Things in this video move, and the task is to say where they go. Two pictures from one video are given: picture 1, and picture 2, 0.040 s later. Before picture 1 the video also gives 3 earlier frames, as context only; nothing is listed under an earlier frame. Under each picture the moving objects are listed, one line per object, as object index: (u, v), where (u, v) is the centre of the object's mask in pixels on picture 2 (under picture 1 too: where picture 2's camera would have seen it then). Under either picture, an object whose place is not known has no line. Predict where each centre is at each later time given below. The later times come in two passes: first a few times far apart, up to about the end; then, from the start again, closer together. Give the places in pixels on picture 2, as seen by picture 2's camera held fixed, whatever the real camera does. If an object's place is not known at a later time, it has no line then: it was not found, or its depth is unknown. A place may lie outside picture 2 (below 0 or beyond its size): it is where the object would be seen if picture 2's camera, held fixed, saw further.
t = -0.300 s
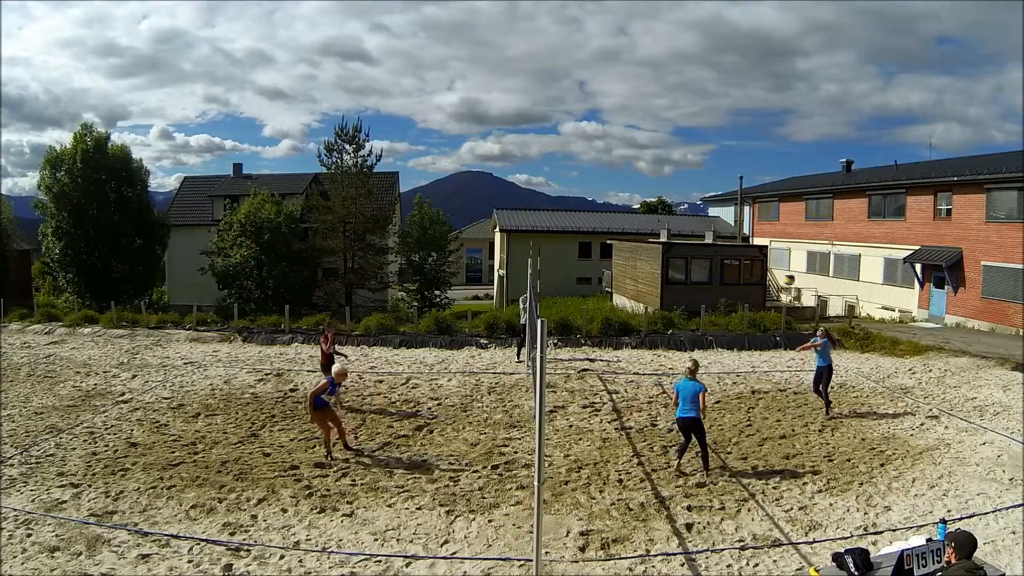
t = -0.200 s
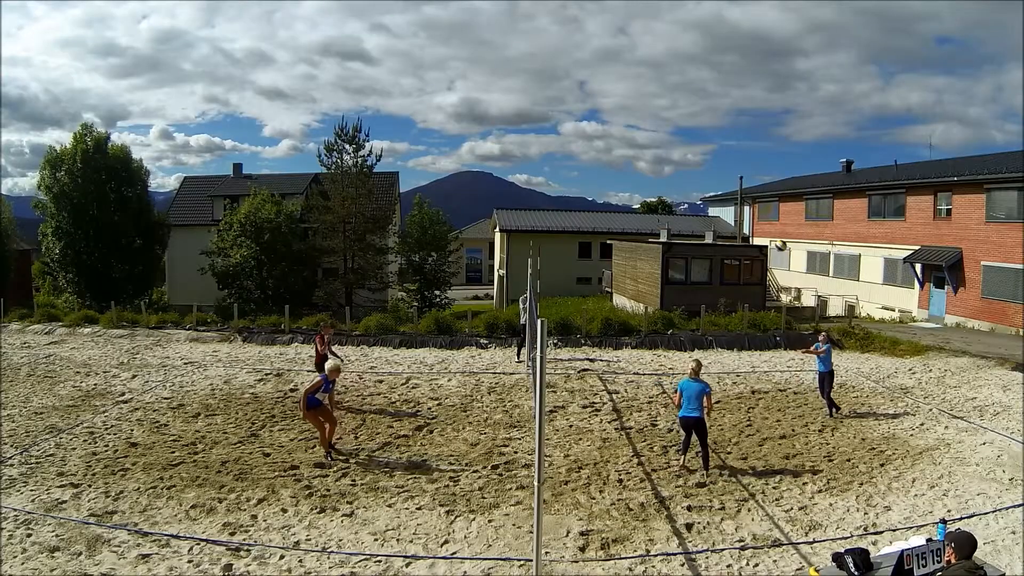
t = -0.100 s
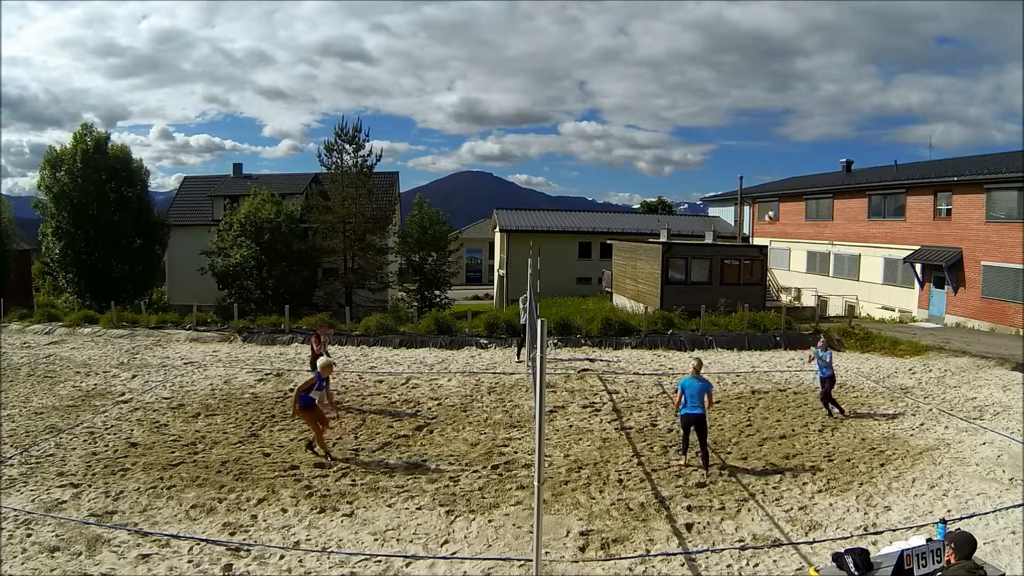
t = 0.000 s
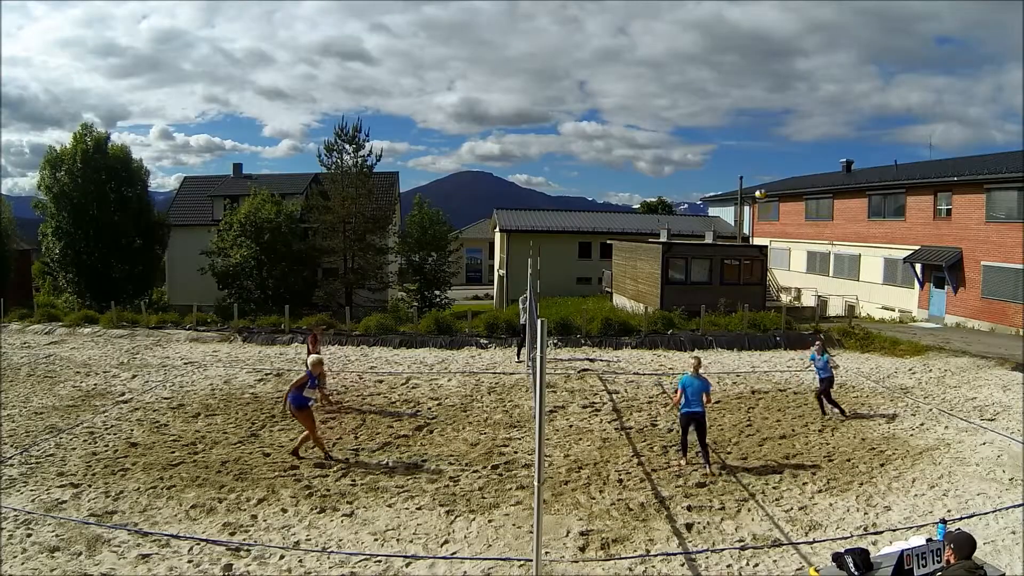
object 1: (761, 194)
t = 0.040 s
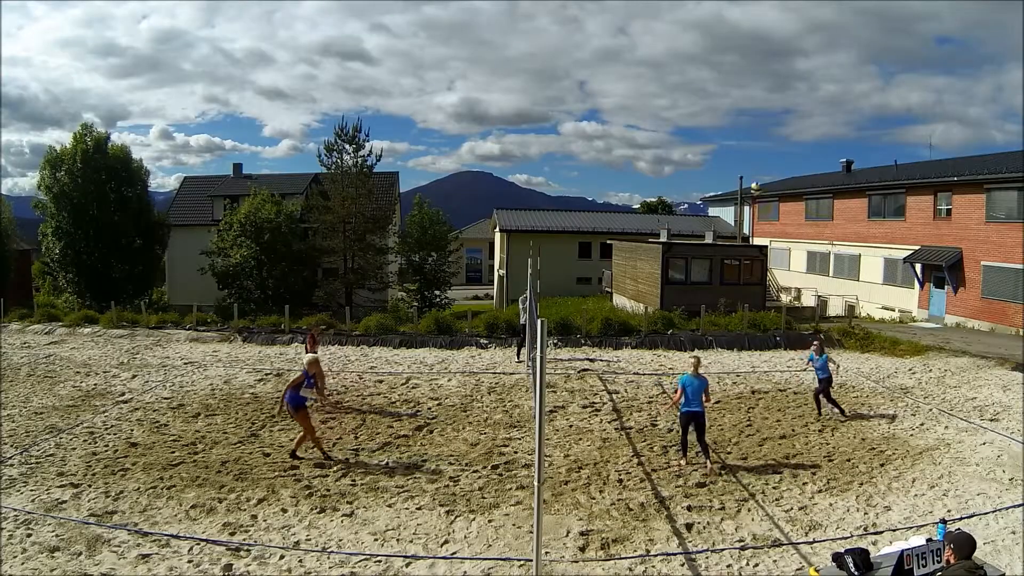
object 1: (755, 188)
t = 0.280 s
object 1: (730, 162)
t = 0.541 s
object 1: (703, 173)
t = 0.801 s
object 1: (674, 225)
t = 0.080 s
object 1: (752, 180)
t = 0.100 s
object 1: (750, 178)
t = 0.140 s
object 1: (746, 173)
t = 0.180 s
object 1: (741, 170)
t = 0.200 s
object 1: (739, 168)
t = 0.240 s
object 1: (734, 164)
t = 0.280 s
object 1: (730, 162)
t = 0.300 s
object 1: (728, 162)
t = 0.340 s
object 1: (724, 161)
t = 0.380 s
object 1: (720, 162)
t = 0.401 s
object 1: (718, 162)
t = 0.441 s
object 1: (713, 164)
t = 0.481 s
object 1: (708, 168)
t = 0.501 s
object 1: (707, 169)
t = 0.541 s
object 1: (703, 173)
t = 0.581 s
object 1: (698, 178)
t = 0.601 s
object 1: (696, 181)
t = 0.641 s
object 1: (692, 189)
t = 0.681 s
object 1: (687, 197)
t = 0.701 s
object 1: (684, 201)
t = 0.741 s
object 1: (679, 209)
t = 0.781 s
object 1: (675, 220)
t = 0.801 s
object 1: (674, 225)
